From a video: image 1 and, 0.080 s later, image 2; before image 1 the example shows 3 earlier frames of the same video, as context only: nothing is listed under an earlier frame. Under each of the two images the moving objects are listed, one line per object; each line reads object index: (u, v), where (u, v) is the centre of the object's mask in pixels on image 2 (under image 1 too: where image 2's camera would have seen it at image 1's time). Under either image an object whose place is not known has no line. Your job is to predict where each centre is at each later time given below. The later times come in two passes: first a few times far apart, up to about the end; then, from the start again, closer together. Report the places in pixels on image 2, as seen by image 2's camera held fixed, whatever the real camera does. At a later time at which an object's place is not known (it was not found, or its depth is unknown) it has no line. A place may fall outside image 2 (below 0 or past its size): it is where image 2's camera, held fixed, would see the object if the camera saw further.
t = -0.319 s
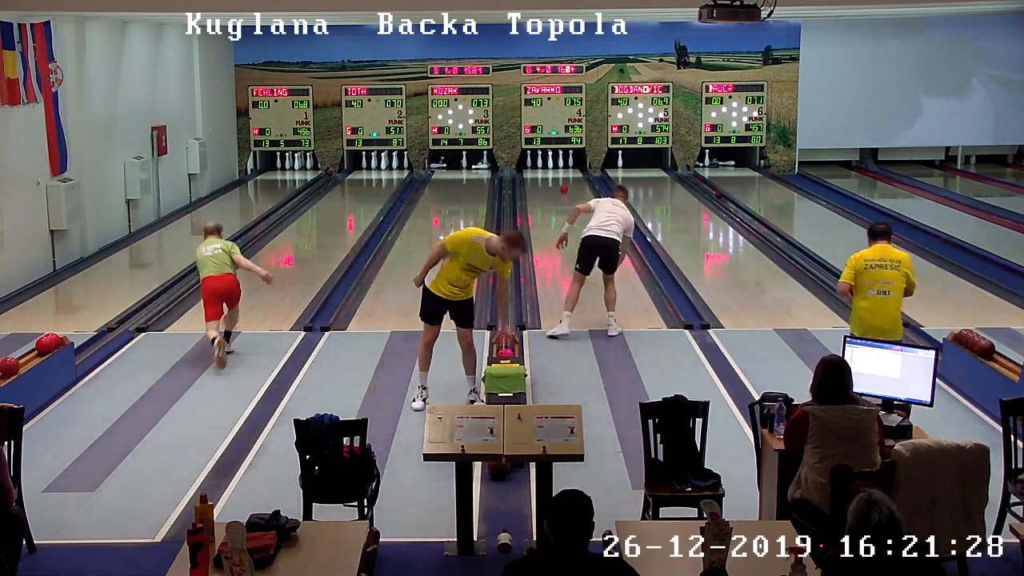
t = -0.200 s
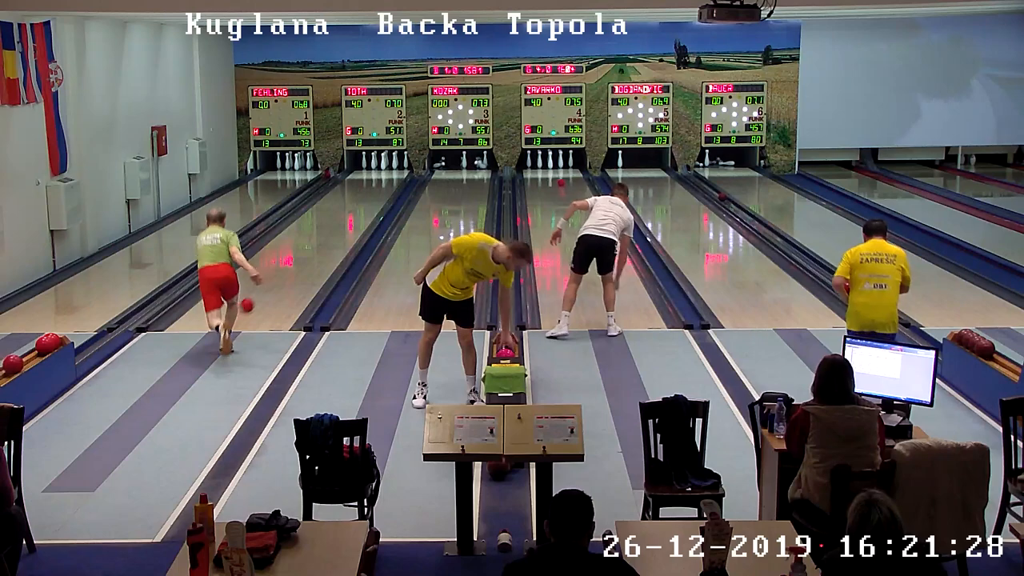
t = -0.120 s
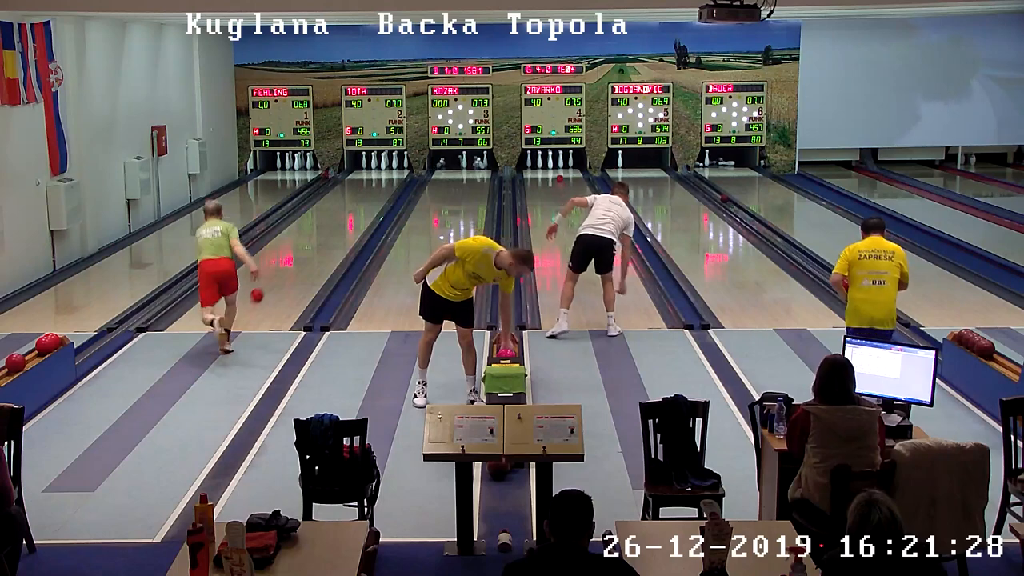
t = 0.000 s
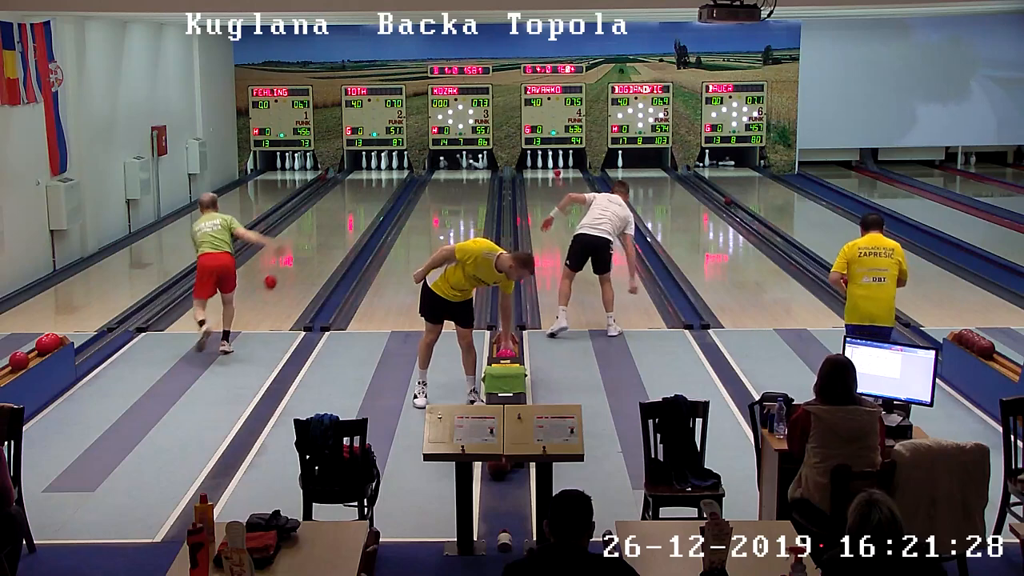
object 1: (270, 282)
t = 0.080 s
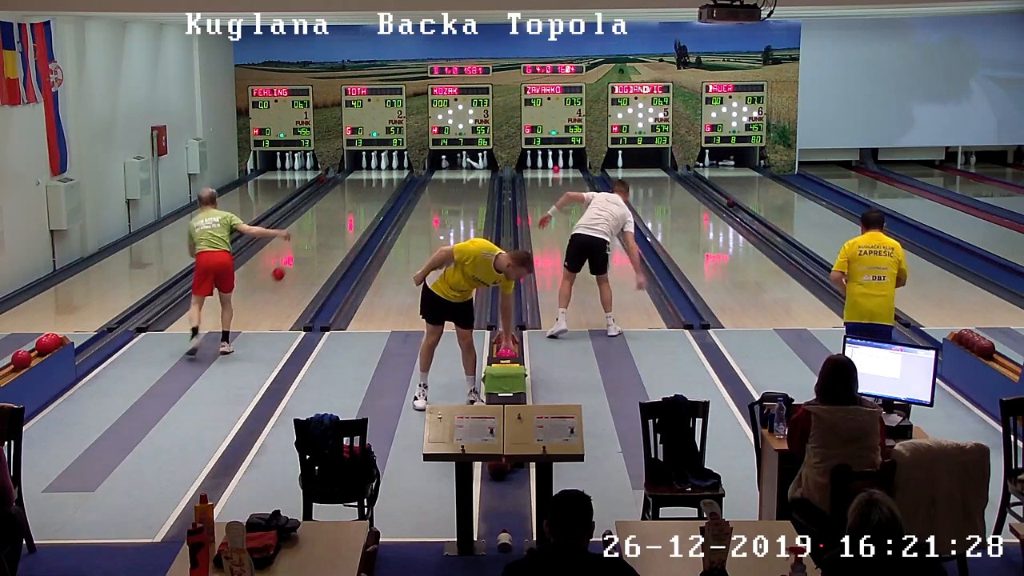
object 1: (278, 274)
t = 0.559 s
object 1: (316, 236)
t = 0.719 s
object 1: (326, 226)
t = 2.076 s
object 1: (380, 175)
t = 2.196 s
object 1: (383, 172)
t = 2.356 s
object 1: (387, 169)
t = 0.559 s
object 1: (316, 236)
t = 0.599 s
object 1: (319, 233)
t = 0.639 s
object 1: (321, 231)
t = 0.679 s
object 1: (324, 228)
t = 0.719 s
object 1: (326, 226)
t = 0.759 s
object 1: (328, 224)
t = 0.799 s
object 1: (331, 222)
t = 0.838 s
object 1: (333, 220)
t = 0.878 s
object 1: (335, 218)
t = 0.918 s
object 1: (337, 216)
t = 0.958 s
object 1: (339, 214)
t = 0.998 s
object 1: (341, 212)
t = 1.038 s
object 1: (343, 210)
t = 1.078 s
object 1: (344, 208)
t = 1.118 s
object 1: (347, 206)
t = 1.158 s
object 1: (348, 205)
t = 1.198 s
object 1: (350, 203)
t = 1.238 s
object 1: (352, 201)
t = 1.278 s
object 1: (353, 200)
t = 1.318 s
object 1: (355, 198)
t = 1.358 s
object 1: (357, 197)
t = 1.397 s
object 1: (358, 196)
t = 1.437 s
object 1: (359, 194)
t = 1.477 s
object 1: (361, 192)
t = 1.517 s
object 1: (362, 191)
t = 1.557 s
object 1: (364, 189)
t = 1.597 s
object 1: (365, 188)
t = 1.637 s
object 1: (367, 187)
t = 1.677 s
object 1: (368, 186)
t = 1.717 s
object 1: (369, 185)
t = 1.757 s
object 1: (370, 183)
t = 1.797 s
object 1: (372, 182)
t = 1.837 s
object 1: (373, 181)
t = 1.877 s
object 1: (374, 180)
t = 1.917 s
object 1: (375, 180)
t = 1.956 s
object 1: (376, 179)
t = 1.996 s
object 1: (378, 177)
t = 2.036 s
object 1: (379, 176)
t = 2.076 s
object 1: (380, 175)
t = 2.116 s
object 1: (381, 174)
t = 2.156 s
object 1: (381, 173)
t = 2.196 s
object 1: (383, 172)
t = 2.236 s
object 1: (384, 171)
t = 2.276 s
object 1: (385, 170)
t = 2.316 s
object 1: (386, 170)
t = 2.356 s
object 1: (387, 169)
